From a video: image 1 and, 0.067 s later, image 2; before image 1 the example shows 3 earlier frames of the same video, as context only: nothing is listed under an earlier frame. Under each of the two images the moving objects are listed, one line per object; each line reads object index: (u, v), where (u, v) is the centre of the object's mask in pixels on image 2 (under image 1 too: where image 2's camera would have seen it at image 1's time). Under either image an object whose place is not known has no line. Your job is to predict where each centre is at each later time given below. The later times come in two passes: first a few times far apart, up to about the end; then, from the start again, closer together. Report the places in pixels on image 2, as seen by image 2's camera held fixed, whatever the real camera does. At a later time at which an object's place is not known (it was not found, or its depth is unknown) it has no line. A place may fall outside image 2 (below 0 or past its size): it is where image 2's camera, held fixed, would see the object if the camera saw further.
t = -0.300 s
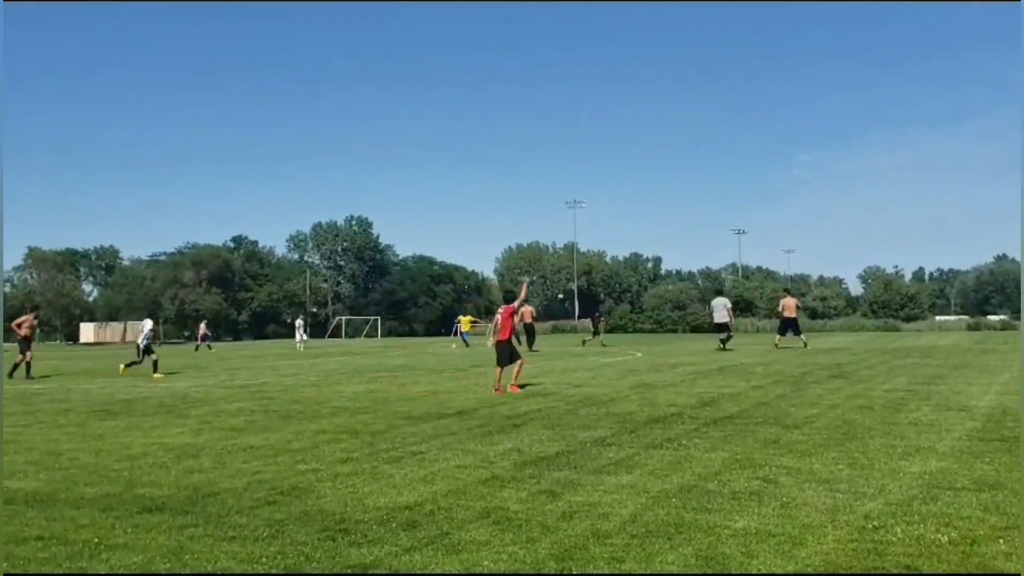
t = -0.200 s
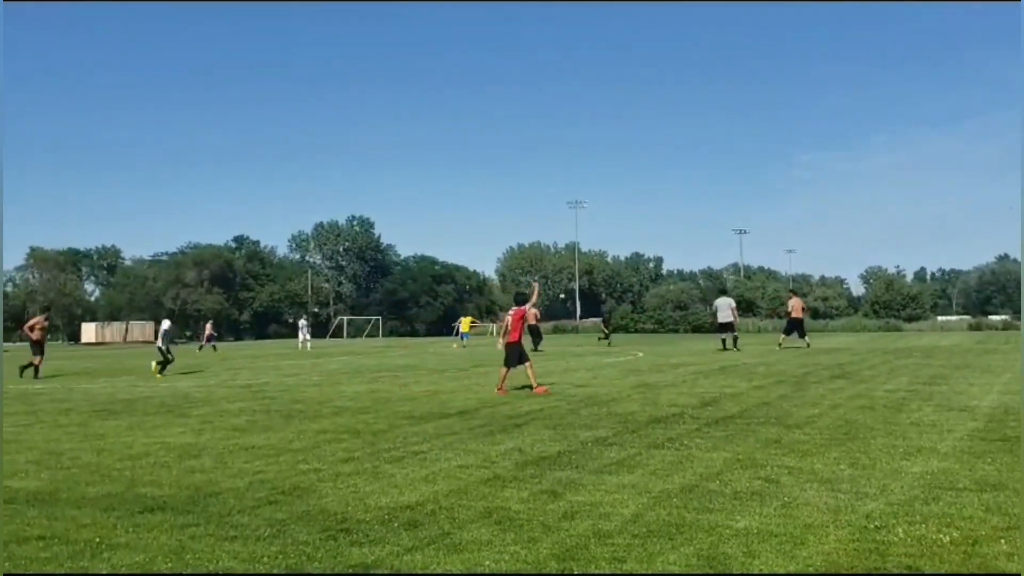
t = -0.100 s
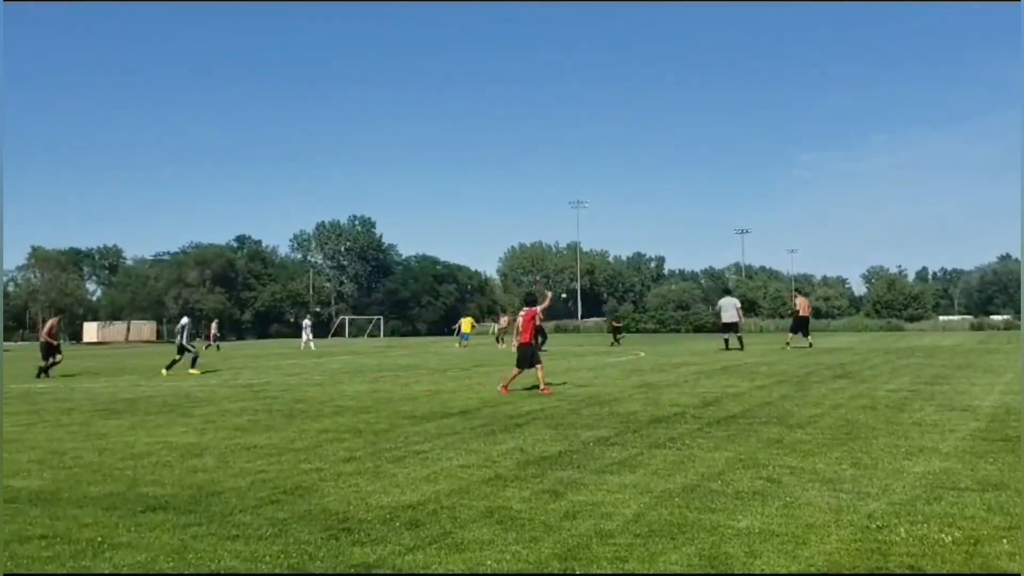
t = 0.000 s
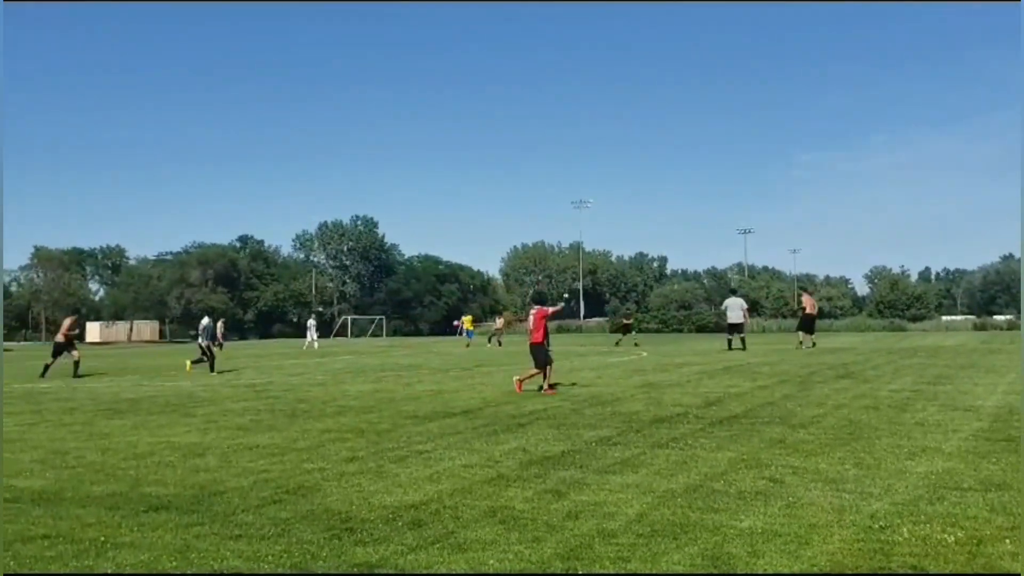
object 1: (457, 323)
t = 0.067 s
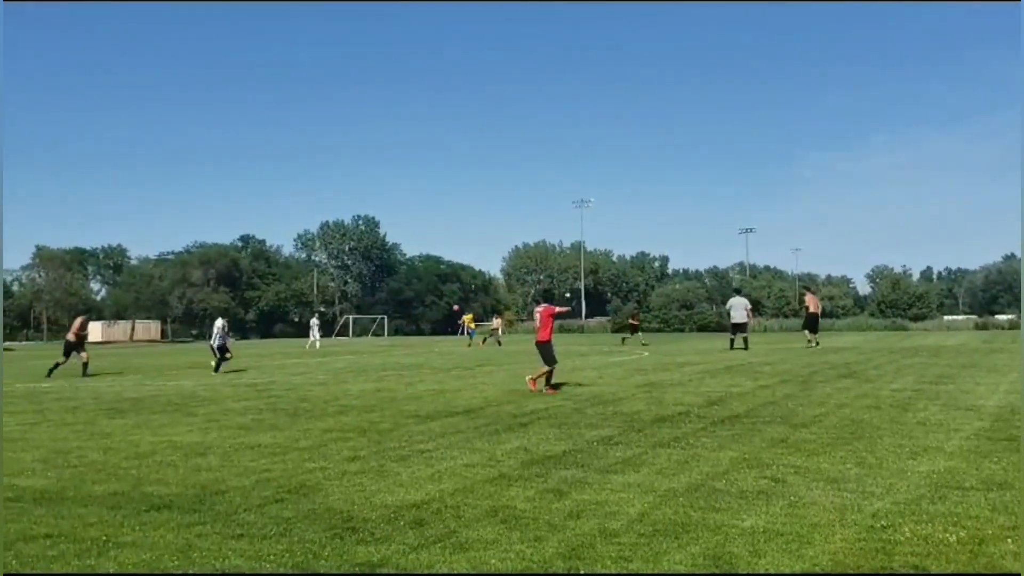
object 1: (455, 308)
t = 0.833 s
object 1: (464, 182)
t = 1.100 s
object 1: (478, 168)
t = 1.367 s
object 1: (501, 179)
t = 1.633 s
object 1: (533, 222)
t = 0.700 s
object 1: (459, 196)
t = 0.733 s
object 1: (460, 193)
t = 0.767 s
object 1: (461, 189)
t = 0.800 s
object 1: (462, 185)
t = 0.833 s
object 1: (464, 182)
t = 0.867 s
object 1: (465, 179)
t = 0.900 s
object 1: (467, 176)
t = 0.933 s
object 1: (468, 174)
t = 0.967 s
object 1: (470, 172)
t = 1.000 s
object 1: (472, 171)
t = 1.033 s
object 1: (474, 170)
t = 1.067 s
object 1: (476, 168)
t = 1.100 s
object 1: (478, 168)
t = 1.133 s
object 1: (481, 168)
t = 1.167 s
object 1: (483, 168)
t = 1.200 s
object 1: (486, 169)
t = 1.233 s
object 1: (489, 170)
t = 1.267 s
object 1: (492, 171)
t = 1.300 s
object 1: (494, 174)
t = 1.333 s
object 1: (498, 176)
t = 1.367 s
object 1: (501, 179)
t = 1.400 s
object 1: (505, 182)
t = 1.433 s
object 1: (508, 186)
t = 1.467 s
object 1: (512, 190)
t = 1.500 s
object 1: (516, 196)
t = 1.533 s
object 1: (520, 201)
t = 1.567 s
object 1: (524, 207)
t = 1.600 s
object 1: (529, 214)
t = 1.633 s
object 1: (533, 222)
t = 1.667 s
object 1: (538, 231)
